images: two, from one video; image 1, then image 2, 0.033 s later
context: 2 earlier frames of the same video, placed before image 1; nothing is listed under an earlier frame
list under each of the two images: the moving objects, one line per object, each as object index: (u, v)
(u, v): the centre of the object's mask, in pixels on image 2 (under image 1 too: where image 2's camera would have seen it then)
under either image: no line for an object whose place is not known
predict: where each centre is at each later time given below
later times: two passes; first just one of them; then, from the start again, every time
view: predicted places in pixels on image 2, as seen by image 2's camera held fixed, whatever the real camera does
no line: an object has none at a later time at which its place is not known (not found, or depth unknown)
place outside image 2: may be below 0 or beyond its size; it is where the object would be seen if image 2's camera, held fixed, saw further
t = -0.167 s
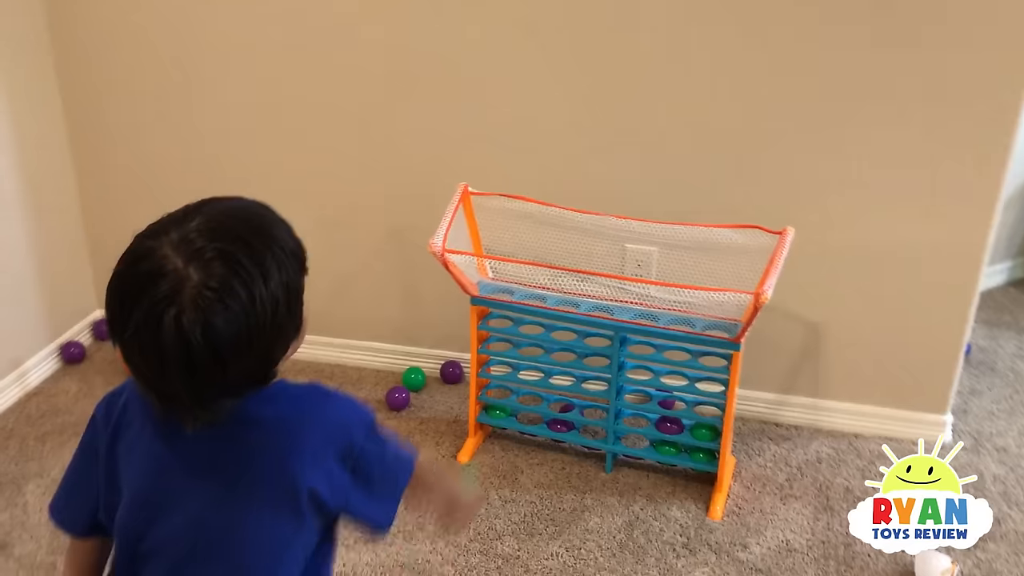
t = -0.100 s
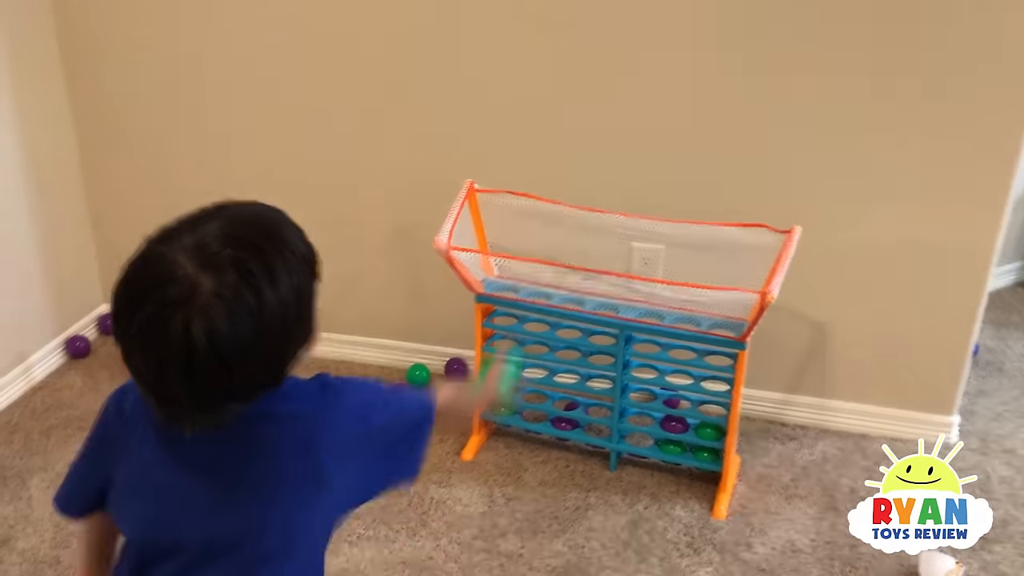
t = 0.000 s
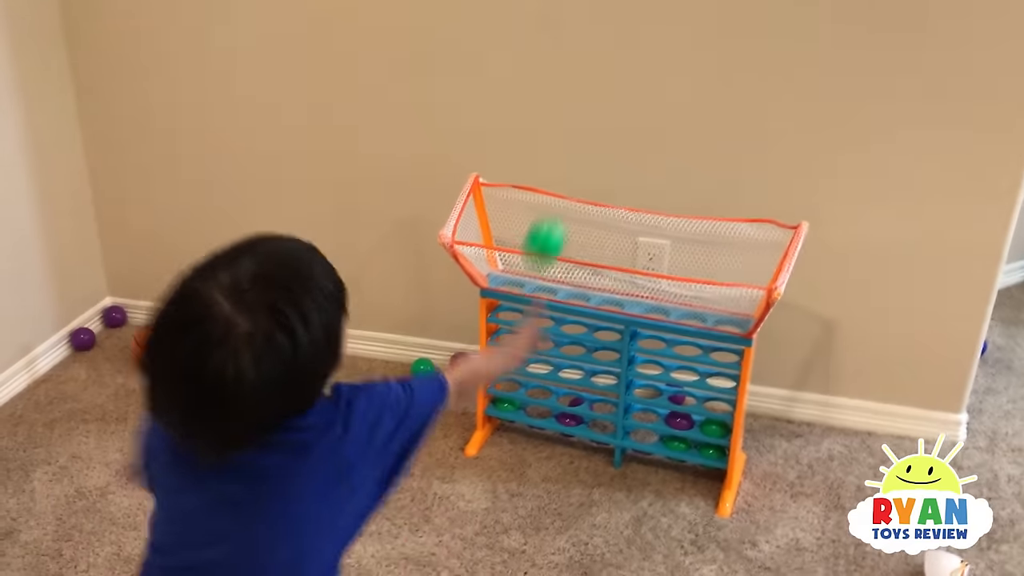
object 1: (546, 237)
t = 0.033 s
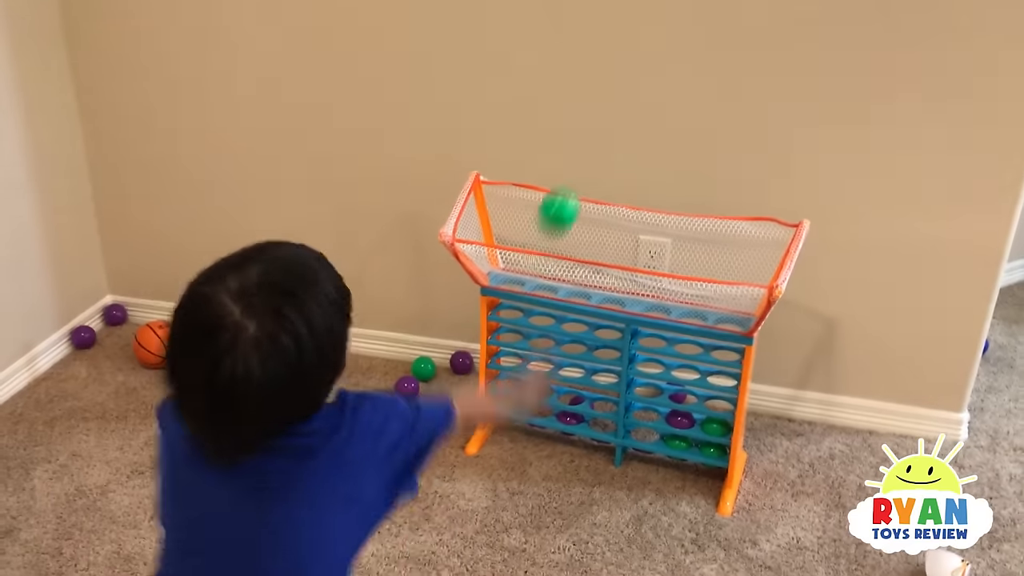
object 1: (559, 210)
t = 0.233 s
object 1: (618, 177)
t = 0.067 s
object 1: (571, 188)
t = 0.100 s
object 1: (582, 175)
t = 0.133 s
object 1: (593, 167)
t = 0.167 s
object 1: (602, 165)
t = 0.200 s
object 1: (610, 169)
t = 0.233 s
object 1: (618, 177)
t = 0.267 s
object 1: (625, 190)
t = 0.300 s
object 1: (631, 207)
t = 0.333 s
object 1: (635, 227)
